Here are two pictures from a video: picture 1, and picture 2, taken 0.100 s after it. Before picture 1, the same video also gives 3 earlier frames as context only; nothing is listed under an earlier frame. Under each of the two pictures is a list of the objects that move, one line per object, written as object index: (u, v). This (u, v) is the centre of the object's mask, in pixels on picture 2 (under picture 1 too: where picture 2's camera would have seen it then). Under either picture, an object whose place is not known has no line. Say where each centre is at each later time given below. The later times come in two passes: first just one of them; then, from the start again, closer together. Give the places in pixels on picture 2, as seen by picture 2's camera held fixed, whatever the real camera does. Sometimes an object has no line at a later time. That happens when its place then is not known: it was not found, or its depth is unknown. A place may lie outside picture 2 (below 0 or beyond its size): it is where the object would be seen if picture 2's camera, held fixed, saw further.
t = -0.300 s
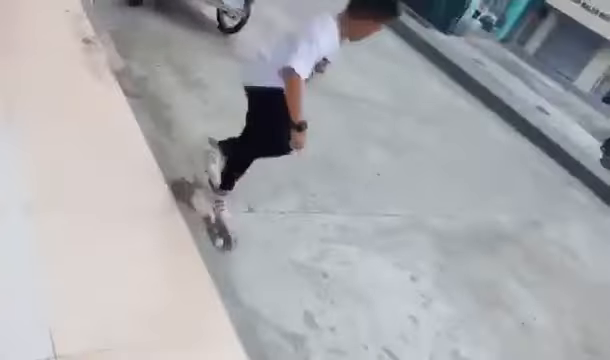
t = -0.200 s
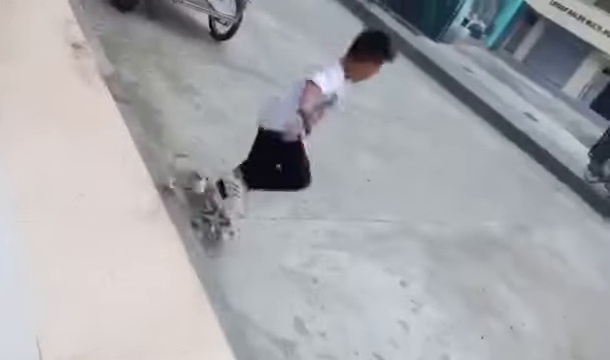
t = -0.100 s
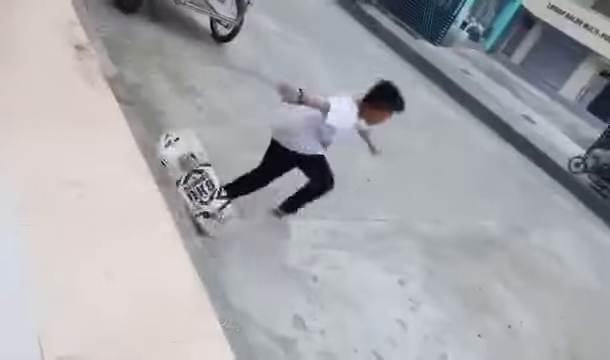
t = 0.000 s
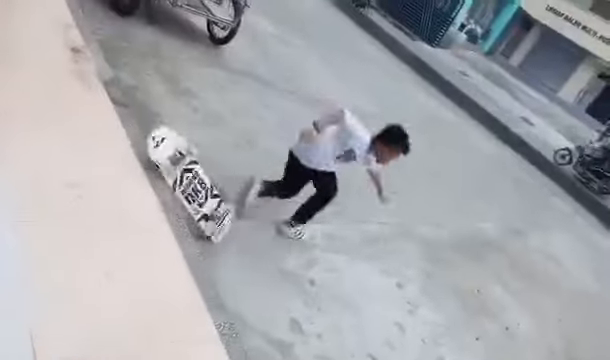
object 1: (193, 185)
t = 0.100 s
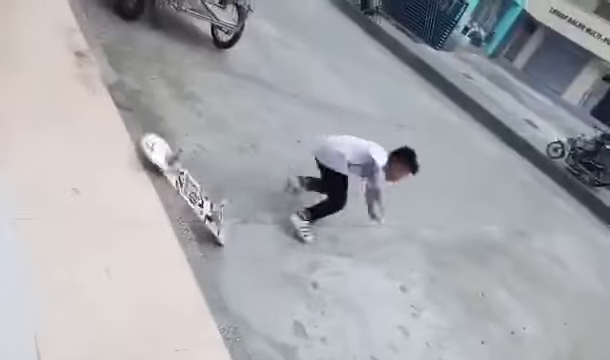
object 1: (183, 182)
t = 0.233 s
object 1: (189, 184)
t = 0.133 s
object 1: (179, 182)
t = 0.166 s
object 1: (182, 182)
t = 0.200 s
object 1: (187, 184)
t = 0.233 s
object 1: (189, 184)
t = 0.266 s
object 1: (187, 182)
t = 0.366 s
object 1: (189, 187)
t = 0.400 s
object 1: (184, 185)
